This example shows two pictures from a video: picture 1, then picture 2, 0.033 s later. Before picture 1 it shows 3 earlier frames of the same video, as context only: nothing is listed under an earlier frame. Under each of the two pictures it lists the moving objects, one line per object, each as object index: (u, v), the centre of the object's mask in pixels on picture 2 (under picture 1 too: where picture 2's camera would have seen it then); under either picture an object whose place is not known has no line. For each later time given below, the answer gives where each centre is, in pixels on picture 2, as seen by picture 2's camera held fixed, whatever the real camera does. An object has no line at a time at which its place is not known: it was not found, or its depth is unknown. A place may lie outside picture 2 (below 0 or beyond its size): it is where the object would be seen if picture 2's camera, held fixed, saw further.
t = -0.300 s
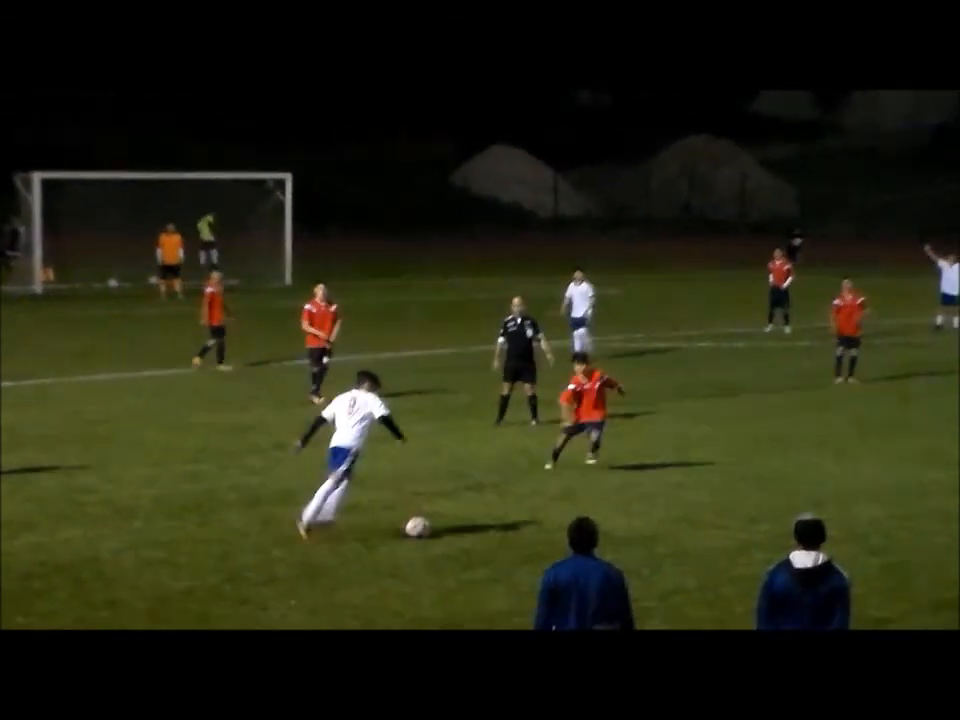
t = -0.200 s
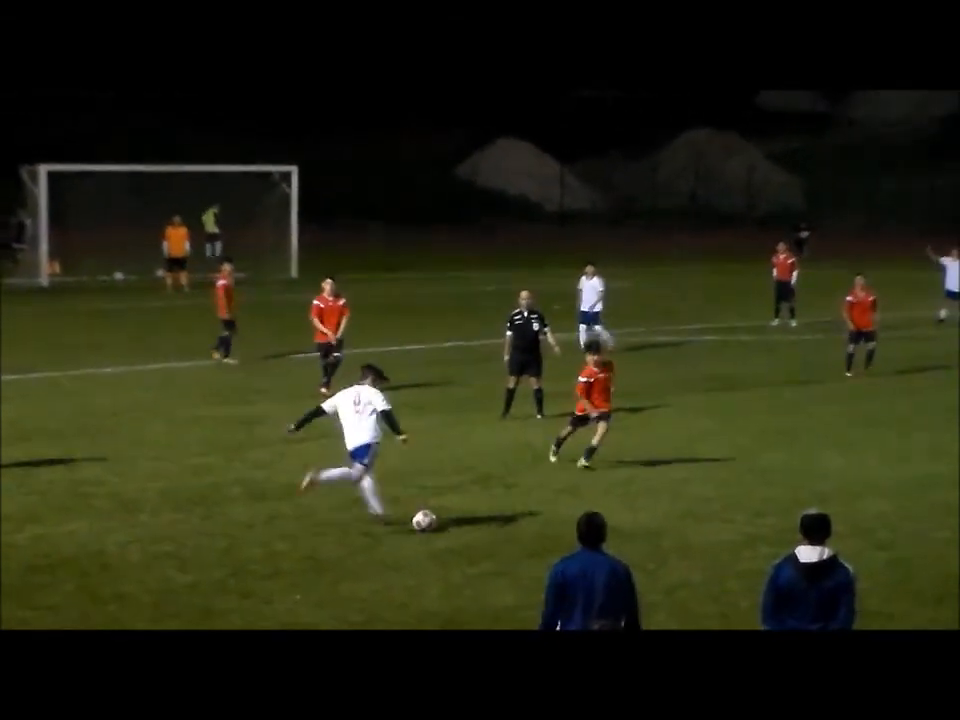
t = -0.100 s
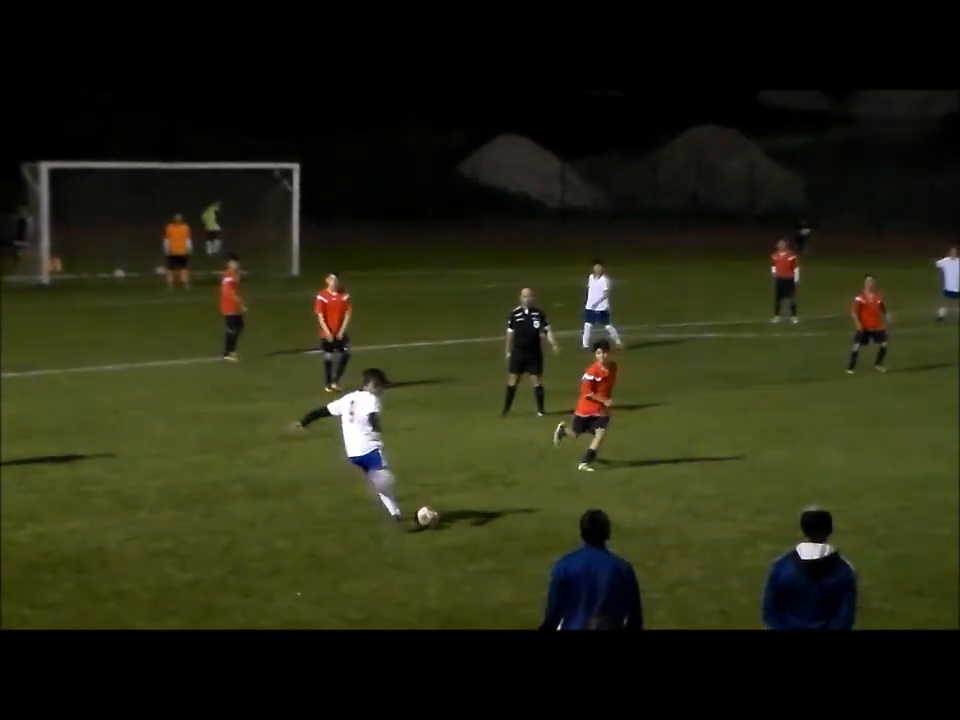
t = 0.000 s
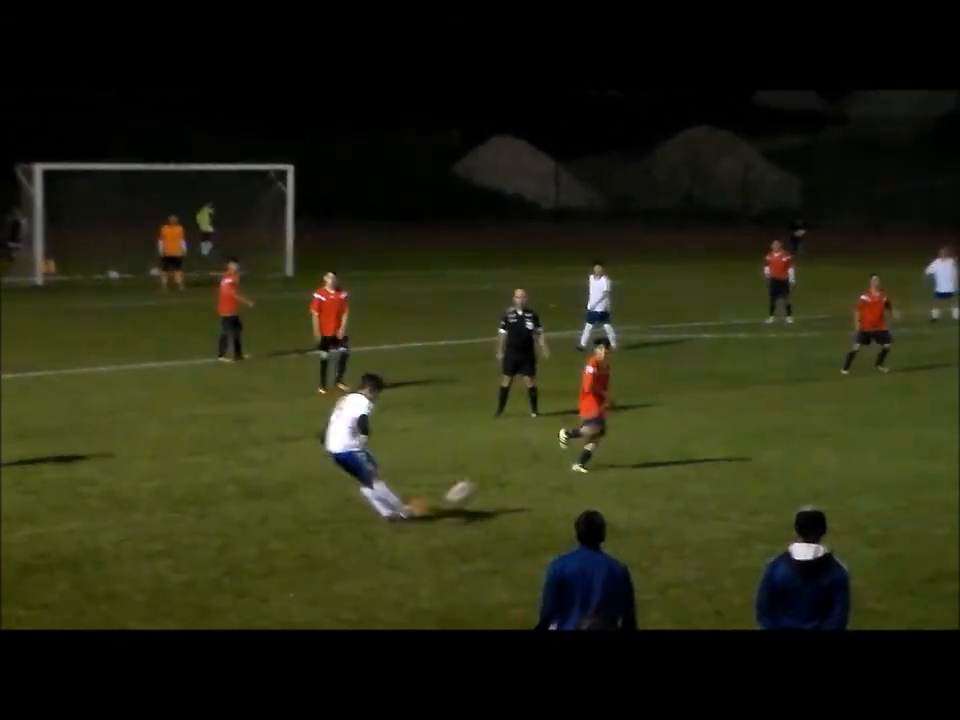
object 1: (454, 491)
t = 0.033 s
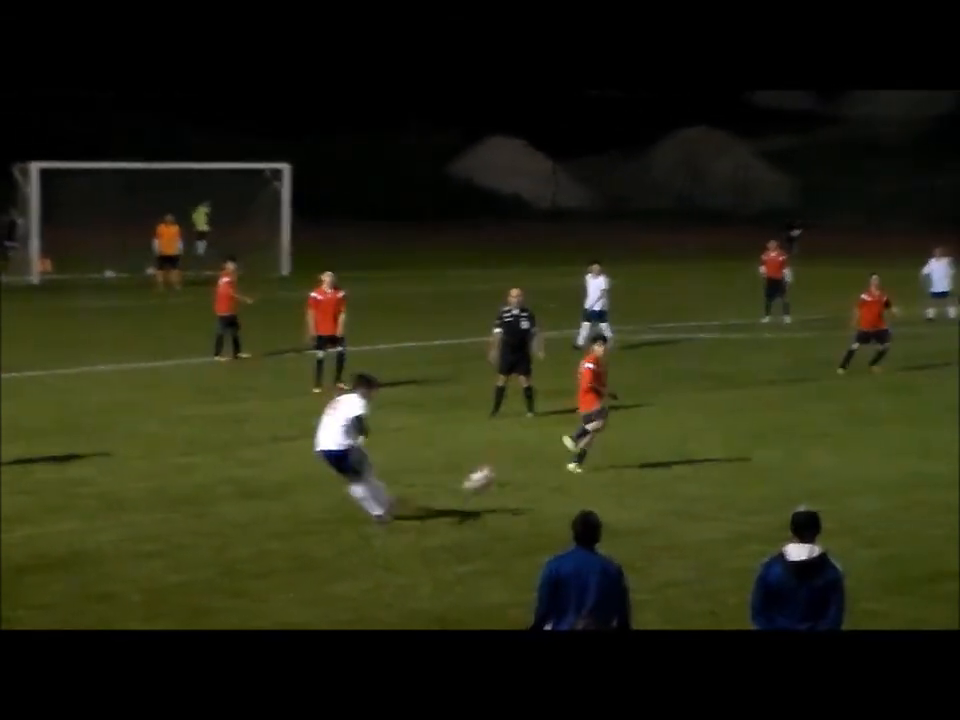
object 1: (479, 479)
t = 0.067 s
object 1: (503, 467)
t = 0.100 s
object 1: (528, 454)
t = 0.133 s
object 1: (552, 444)
